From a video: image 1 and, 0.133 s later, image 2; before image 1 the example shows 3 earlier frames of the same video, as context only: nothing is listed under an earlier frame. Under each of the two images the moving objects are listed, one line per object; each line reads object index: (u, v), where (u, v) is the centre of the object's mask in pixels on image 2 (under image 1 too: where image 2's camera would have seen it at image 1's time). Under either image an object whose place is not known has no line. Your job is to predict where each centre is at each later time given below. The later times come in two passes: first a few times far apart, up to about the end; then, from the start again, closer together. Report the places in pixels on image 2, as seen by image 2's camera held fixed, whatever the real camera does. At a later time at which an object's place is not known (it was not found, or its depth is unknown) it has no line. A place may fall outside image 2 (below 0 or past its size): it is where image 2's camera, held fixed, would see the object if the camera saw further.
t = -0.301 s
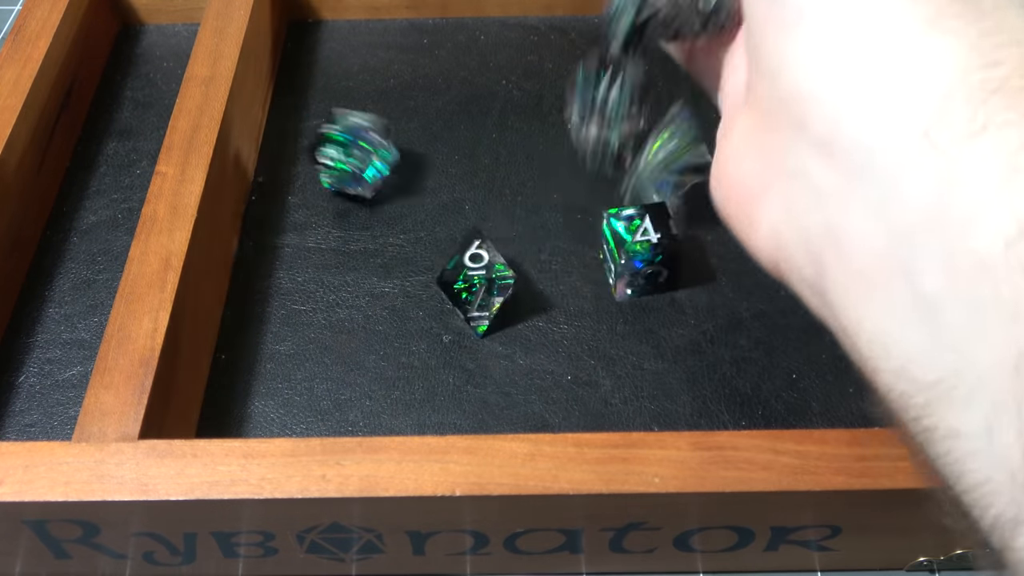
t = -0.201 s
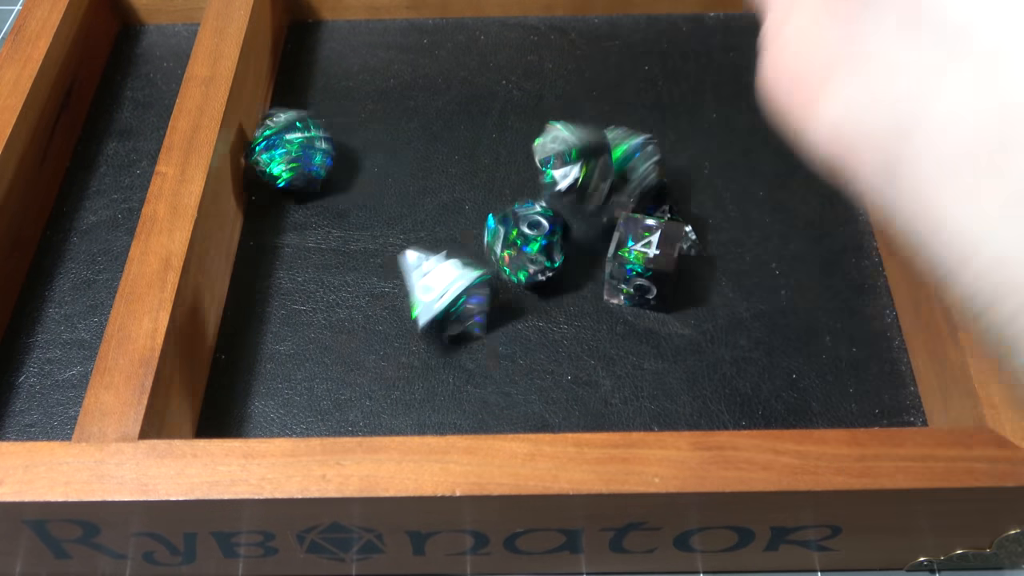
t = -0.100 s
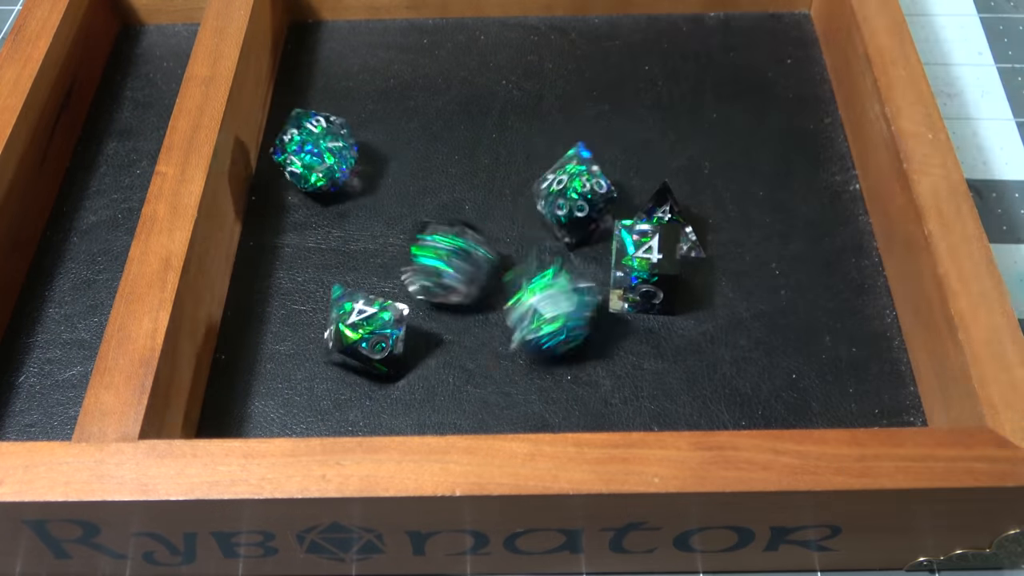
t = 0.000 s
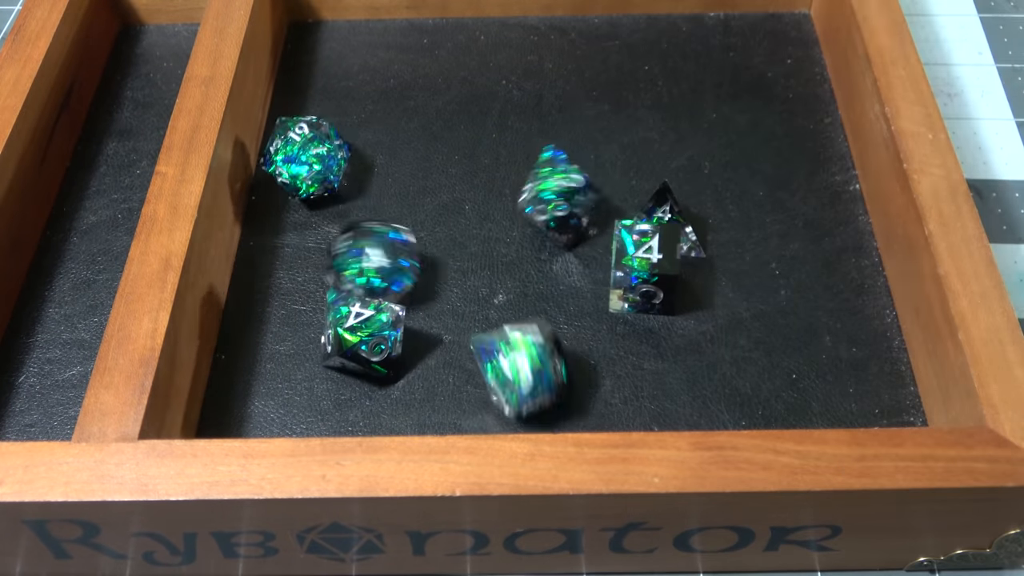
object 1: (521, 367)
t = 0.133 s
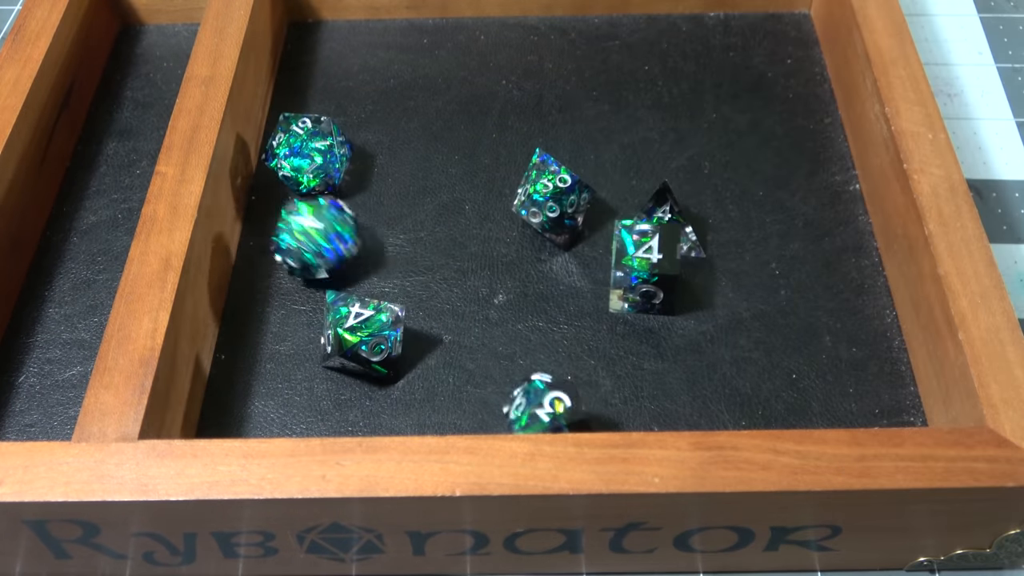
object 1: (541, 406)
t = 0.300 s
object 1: (546, 407)
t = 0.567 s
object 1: (546, 407)
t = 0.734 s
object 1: (546, 407)
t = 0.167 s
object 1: (545, 407)
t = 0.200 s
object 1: (545, 407)
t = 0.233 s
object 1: (545, 407)
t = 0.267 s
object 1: (545, 407)
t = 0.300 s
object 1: (546, 407)
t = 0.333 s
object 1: (546, 407)
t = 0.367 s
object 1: (546, 407)
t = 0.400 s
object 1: (546, 407)
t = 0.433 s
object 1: (546, 407)
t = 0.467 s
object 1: (546, 407)
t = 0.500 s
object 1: (546, 407)
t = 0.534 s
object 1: (546, 407)
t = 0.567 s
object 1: (546, 407)
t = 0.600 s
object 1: (546, 407)
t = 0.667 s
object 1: (546, 407)
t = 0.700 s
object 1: (546, 407)
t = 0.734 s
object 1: (546, 407)
